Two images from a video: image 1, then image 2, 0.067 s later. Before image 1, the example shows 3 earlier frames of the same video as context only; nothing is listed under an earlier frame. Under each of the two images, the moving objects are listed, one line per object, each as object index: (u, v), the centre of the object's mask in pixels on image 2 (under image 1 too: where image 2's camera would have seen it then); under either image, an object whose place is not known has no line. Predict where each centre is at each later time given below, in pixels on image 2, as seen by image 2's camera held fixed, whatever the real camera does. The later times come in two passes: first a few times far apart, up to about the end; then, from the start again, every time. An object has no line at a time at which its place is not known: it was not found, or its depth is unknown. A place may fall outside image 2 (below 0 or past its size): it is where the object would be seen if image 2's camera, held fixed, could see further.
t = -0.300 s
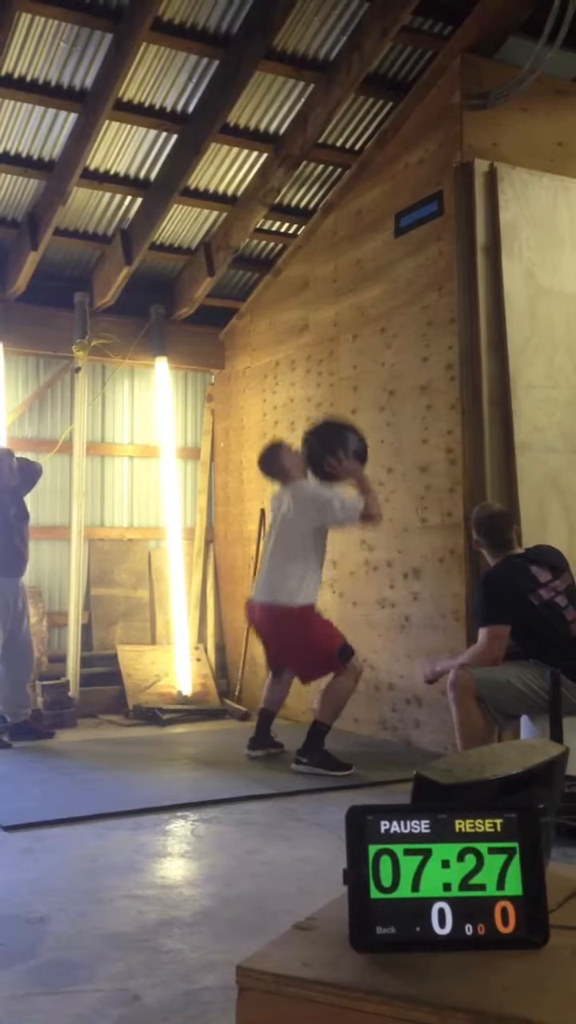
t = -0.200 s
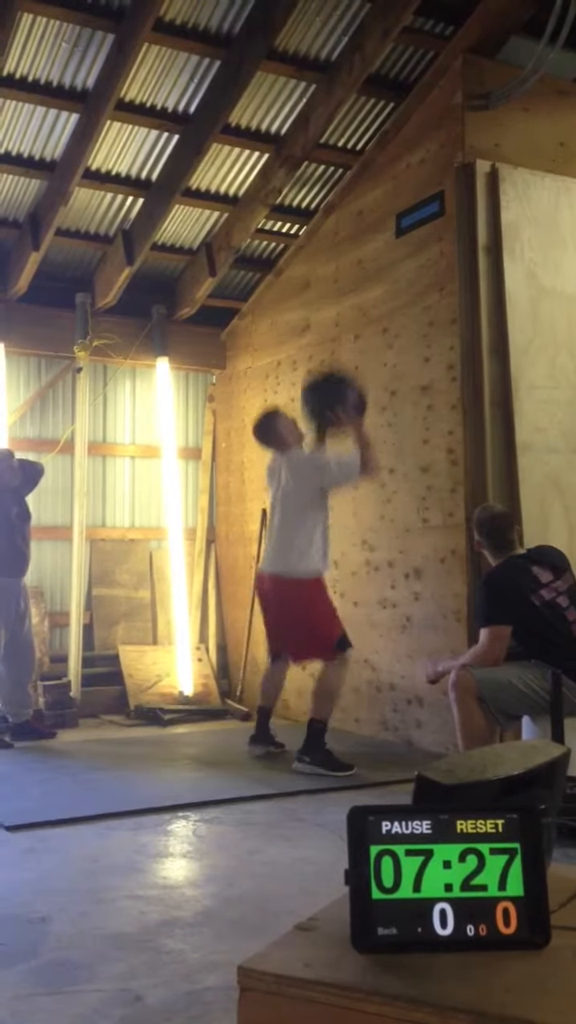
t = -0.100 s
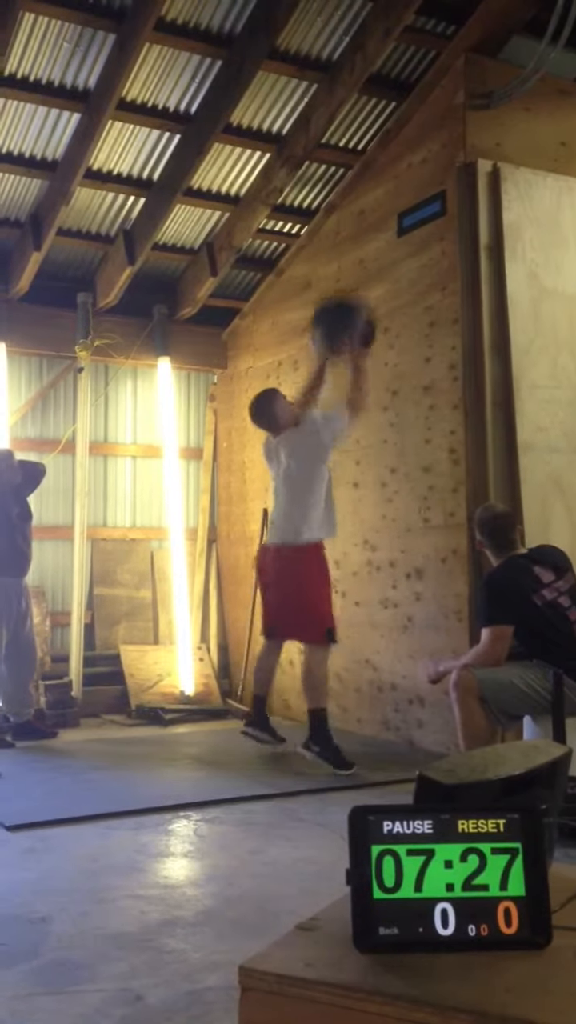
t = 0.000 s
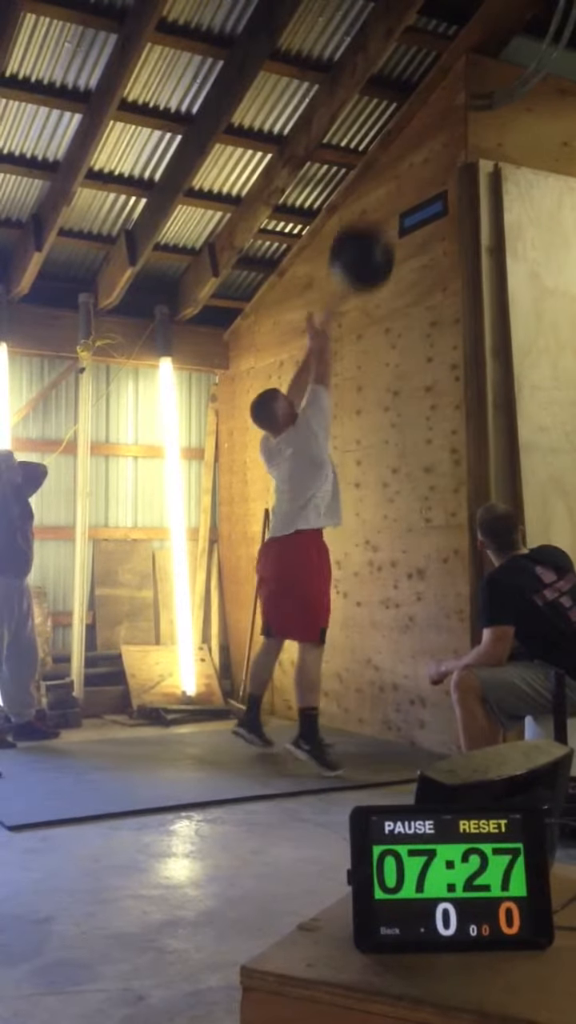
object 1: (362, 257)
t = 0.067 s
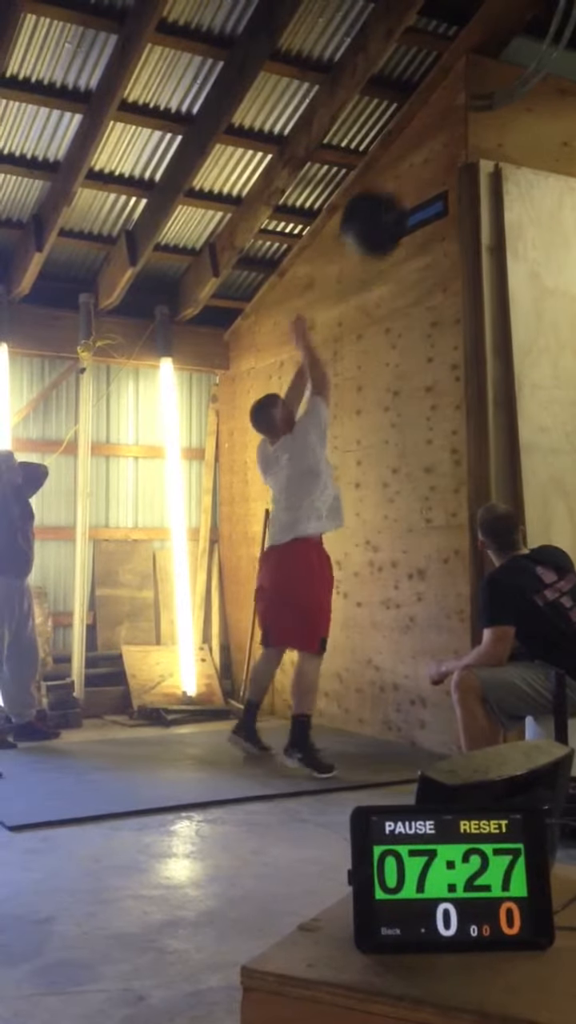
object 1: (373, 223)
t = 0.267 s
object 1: (407, 165)
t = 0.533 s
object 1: (382, 184)
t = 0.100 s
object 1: (378, 208)
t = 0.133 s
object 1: (384, 196)
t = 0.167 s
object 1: (390, 184)
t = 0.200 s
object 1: (396, 176)
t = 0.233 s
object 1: (402, 170)
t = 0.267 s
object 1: (407, 165)
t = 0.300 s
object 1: (404, 161)
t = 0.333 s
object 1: (401, 158)
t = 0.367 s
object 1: (399, 159)
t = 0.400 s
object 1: (394, 160)
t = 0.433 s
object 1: (391, 163)
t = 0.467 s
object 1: (389, 167)
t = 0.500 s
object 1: (385, 175)
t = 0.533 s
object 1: (382, 184)
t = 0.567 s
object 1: (378, 196)
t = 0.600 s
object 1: (374, 208)
